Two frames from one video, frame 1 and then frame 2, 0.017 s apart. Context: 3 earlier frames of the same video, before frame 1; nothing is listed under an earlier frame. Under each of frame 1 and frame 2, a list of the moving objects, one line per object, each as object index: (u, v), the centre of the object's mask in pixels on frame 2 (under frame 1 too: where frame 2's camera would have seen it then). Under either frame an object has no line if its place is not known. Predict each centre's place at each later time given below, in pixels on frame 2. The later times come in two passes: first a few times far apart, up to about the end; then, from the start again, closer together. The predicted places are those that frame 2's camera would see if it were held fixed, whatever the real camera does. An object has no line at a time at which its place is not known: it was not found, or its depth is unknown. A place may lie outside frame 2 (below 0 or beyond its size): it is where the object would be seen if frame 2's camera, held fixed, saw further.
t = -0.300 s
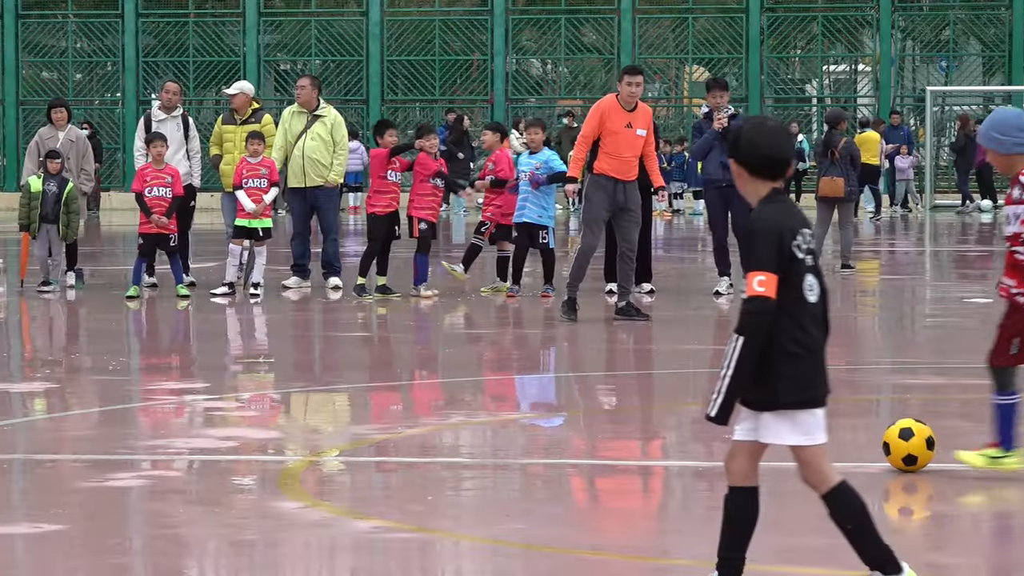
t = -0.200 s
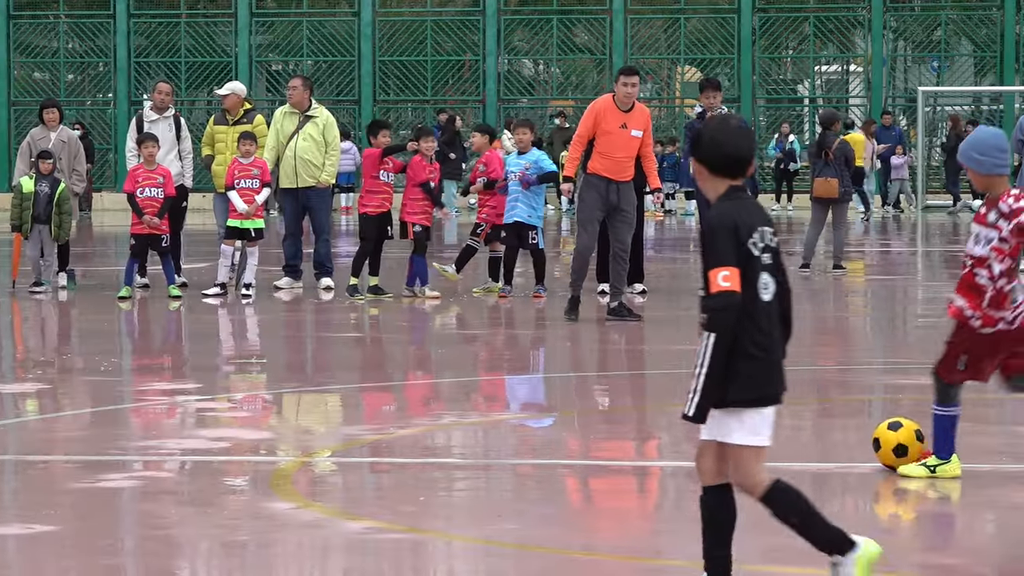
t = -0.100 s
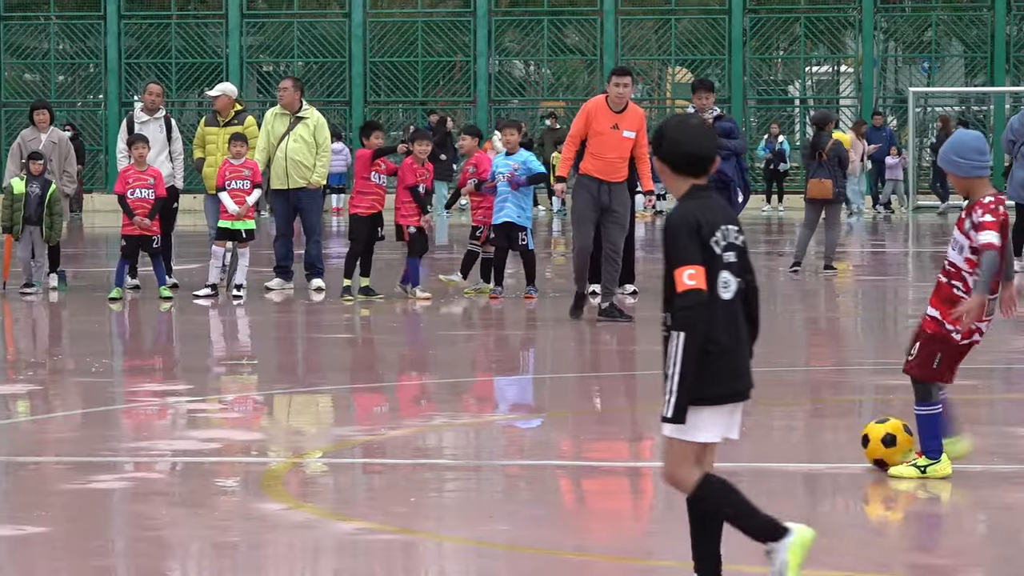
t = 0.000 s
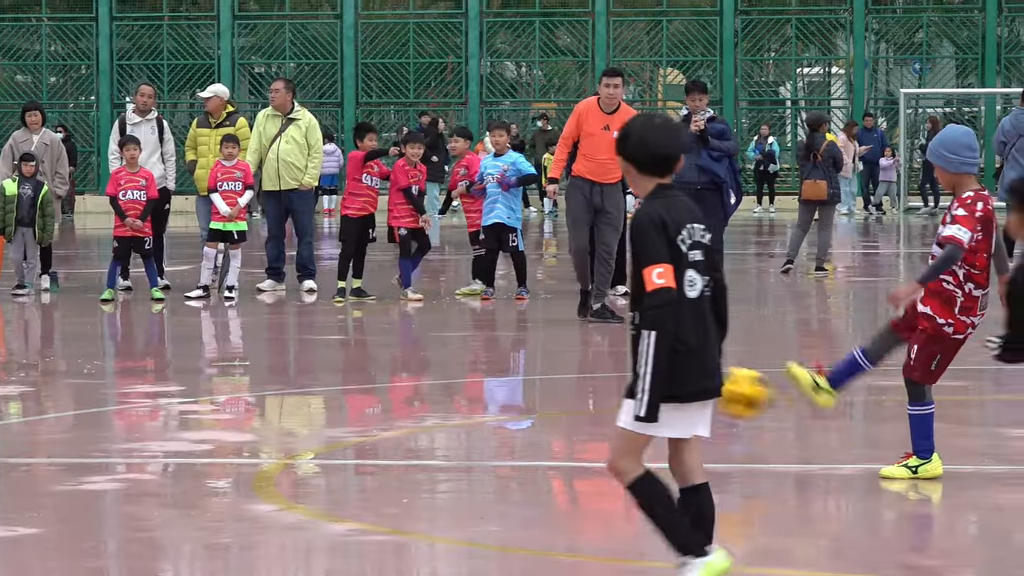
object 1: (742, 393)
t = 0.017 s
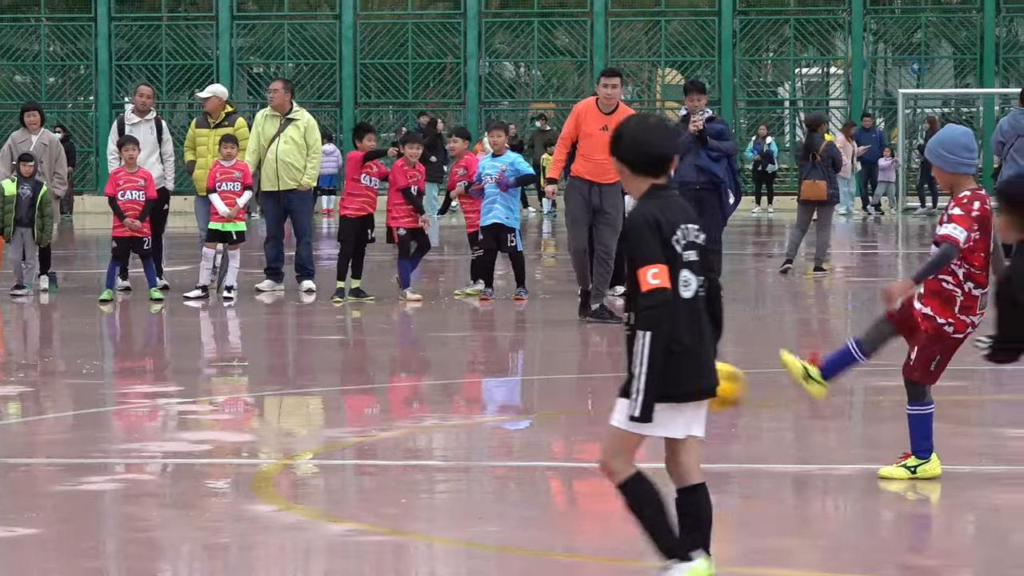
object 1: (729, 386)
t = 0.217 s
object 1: (444, 355)
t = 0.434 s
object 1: (197, 399)
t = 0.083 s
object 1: (603, 364)
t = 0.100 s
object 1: (591, 361)
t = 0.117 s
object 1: (576, 358)
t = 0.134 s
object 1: (555, 357)
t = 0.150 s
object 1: (532, 355)
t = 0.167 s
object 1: (510, 355)
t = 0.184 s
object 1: (488, 355)
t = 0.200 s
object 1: (466, 354)
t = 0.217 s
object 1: (444, 355)
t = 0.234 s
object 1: (423, 357)
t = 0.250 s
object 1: (401, 359)
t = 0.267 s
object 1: (380, 362)
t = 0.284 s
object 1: (360, 365)
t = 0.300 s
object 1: (339, 369)
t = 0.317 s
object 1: (319, 373)
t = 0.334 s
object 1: (300, 379)
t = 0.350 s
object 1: (280, 384)
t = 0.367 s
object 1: (261, 392)
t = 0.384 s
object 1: (241, 399)
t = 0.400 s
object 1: (222, 406)
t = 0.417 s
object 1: (208, 404)
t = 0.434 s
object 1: (197, 399)
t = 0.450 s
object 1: (186, 396)
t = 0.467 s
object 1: (175, 392)
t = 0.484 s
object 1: (165, 389)
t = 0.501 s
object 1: (154, 387)
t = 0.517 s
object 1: (144, 386)
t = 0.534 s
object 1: (133, 385)
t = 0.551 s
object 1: (123, 384)
